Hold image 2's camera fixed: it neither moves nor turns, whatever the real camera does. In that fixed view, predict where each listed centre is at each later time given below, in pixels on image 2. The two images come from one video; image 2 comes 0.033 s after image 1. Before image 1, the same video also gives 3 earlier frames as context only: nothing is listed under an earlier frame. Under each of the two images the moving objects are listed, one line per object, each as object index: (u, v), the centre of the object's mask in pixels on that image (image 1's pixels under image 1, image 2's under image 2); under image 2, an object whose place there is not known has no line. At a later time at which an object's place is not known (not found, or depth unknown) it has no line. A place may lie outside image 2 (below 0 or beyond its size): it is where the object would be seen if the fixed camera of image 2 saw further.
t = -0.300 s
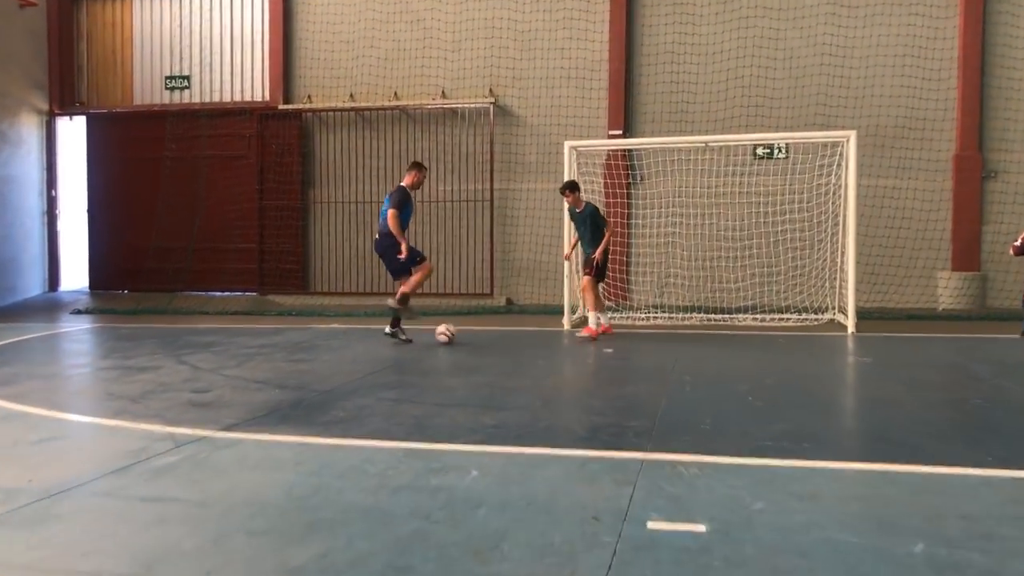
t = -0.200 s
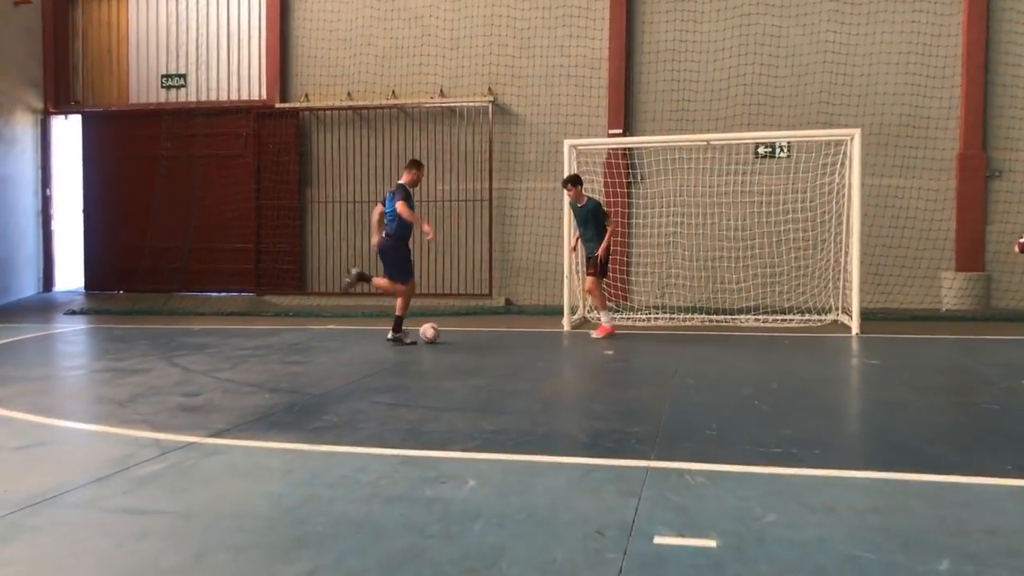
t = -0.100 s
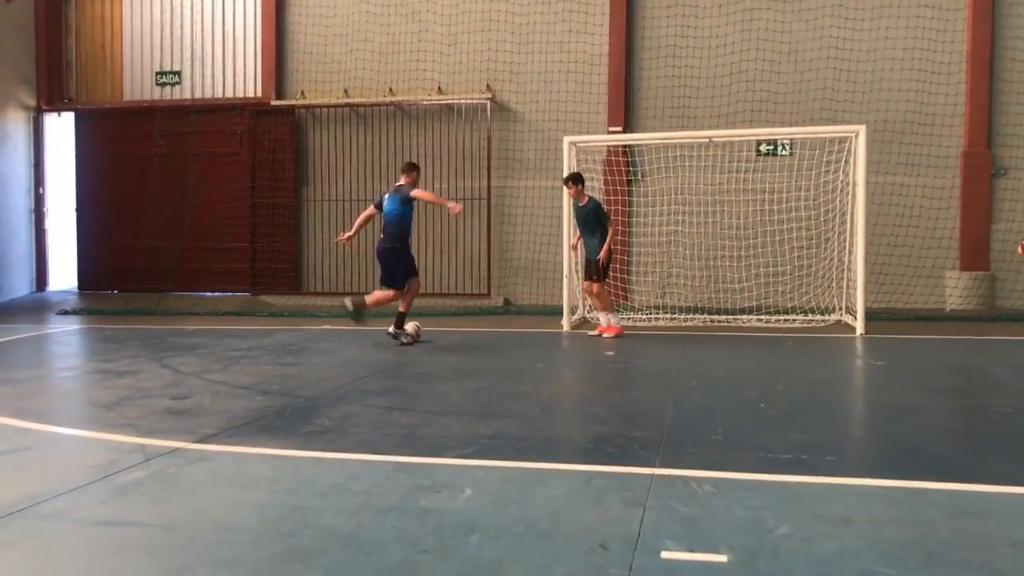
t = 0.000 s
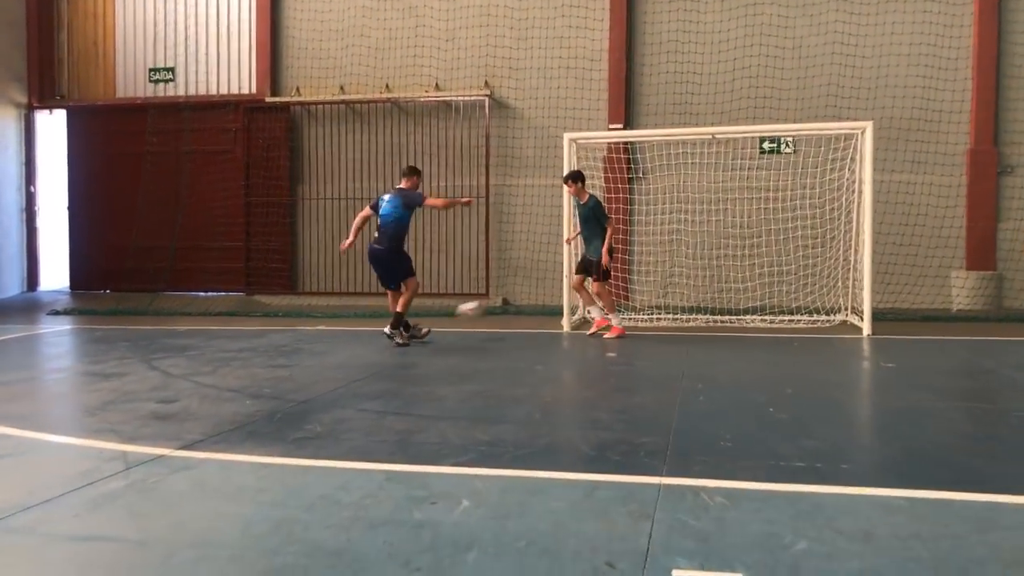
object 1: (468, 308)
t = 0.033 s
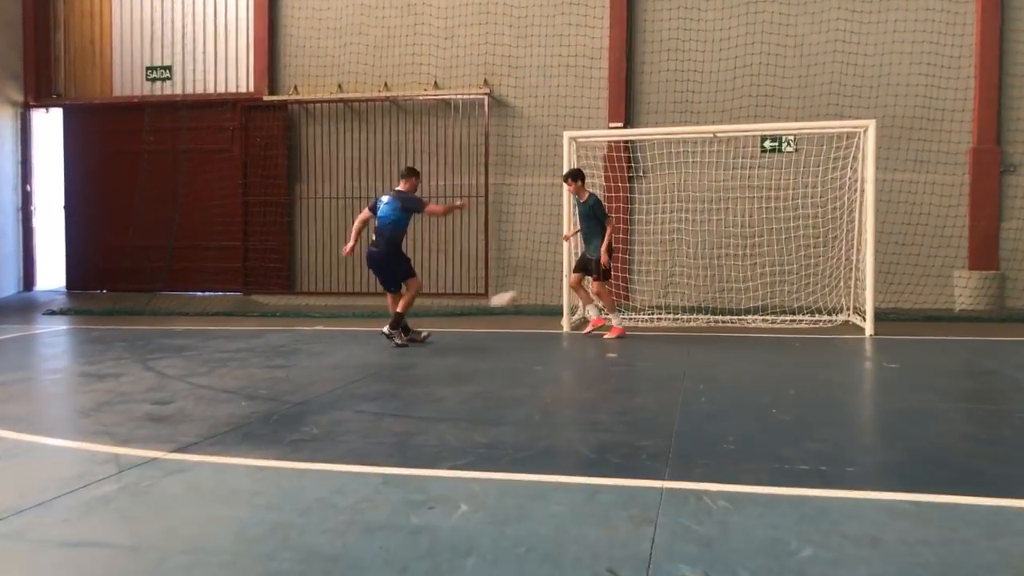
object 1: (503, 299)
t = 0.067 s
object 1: (539, 292)
